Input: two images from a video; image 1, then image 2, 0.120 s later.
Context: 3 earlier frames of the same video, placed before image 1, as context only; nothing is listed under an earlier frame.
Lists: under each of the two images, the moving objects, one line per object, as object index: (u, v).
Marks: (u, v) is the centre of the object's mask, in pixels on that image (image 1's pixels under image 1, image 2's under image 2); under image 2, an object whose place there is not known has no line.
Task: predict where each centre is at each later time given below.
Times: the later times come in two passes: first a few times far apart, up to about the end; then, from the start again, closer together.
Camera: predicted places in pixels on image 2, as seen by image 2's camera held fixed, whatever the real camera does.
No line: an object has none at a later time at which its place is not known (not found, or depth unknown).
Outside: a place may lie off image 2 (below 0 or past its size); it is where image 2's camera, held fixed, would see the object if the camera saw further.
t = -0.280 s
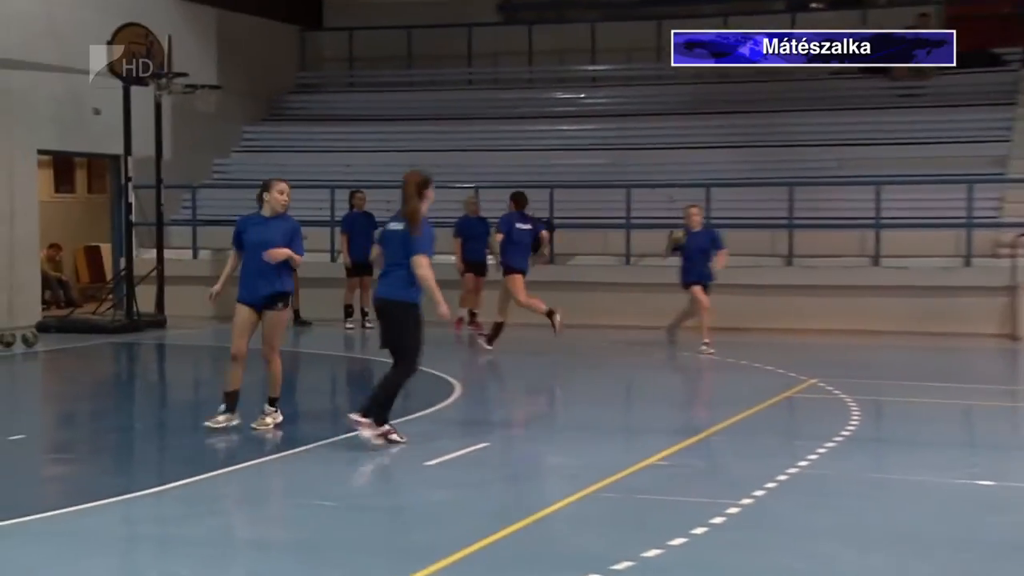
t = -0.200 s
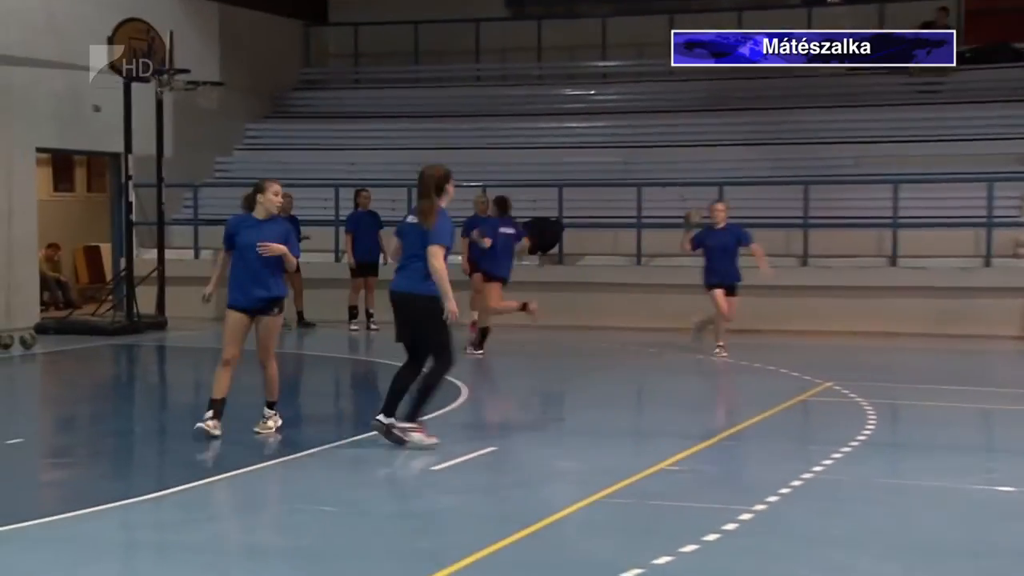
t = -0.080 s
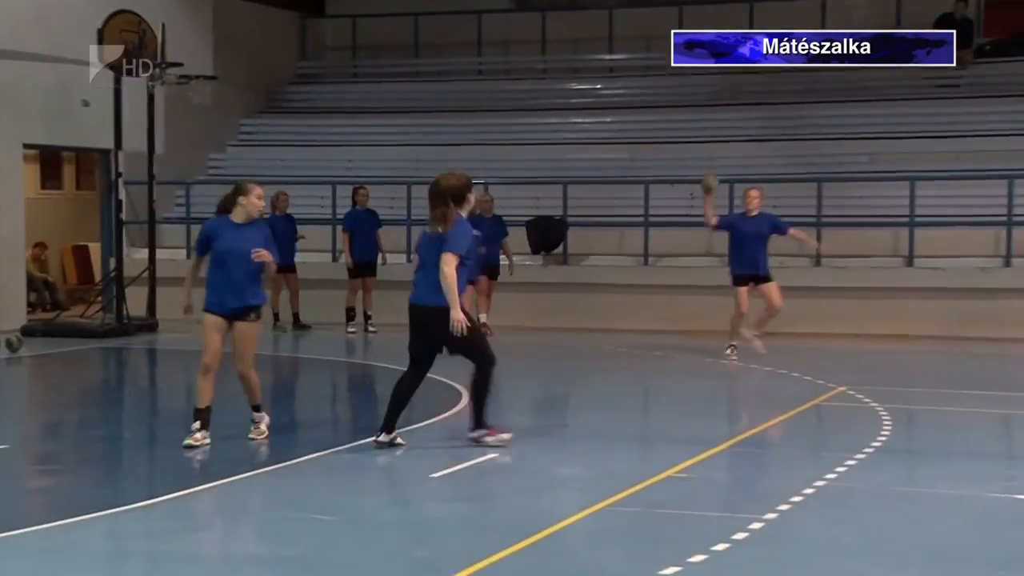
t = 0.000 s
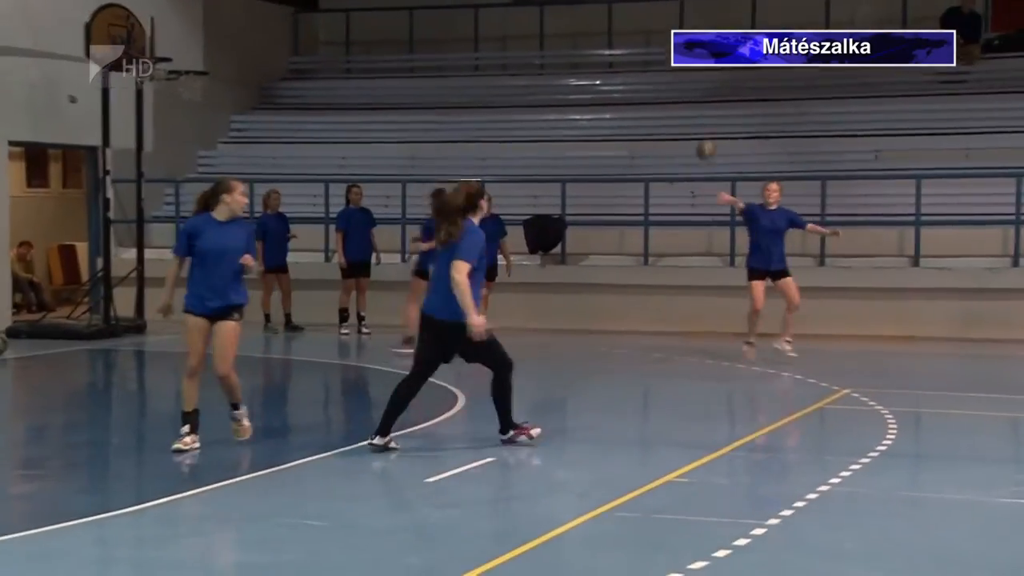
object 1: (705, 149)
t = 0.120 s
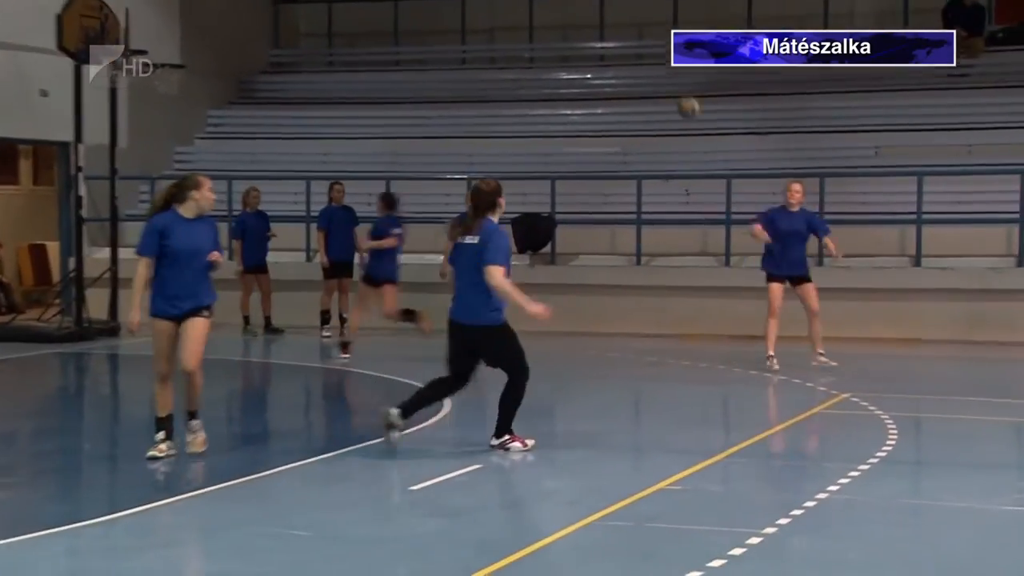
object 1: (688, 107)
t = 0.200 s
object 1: (682, 87)
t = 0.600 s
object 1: (625, 111)
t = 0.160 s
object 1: (685, 96)
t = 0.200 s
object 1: (682, 87)
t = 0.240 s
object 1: (678, 79)
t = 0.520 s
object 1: (642, 86)
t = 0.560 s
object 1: (634, 96)
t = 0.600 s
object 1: (625, 111)
